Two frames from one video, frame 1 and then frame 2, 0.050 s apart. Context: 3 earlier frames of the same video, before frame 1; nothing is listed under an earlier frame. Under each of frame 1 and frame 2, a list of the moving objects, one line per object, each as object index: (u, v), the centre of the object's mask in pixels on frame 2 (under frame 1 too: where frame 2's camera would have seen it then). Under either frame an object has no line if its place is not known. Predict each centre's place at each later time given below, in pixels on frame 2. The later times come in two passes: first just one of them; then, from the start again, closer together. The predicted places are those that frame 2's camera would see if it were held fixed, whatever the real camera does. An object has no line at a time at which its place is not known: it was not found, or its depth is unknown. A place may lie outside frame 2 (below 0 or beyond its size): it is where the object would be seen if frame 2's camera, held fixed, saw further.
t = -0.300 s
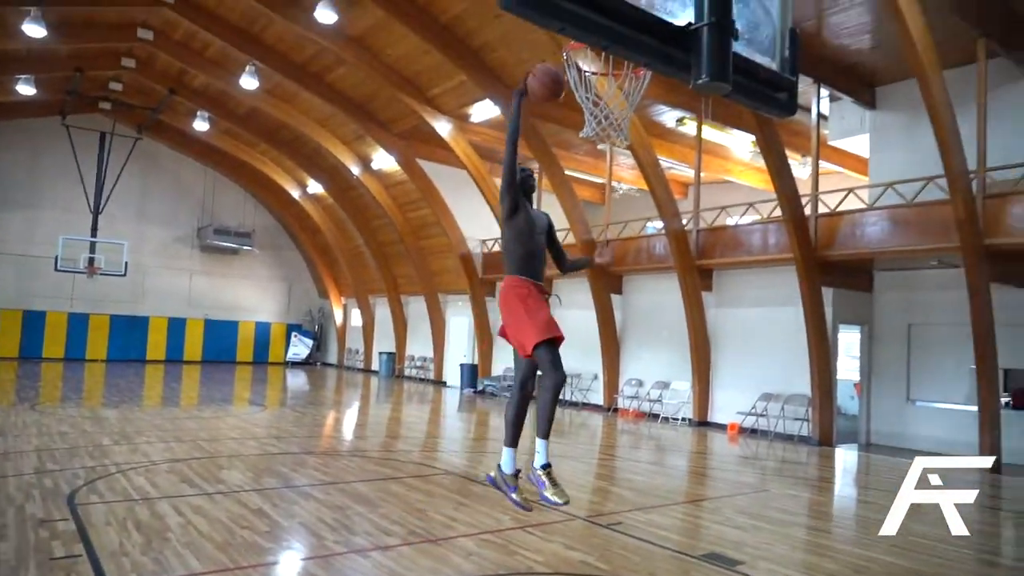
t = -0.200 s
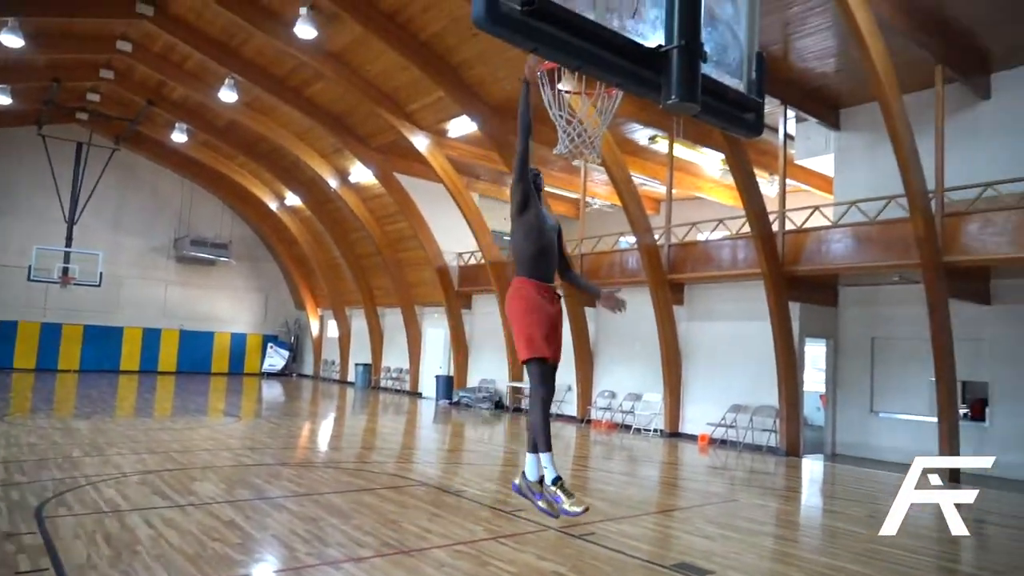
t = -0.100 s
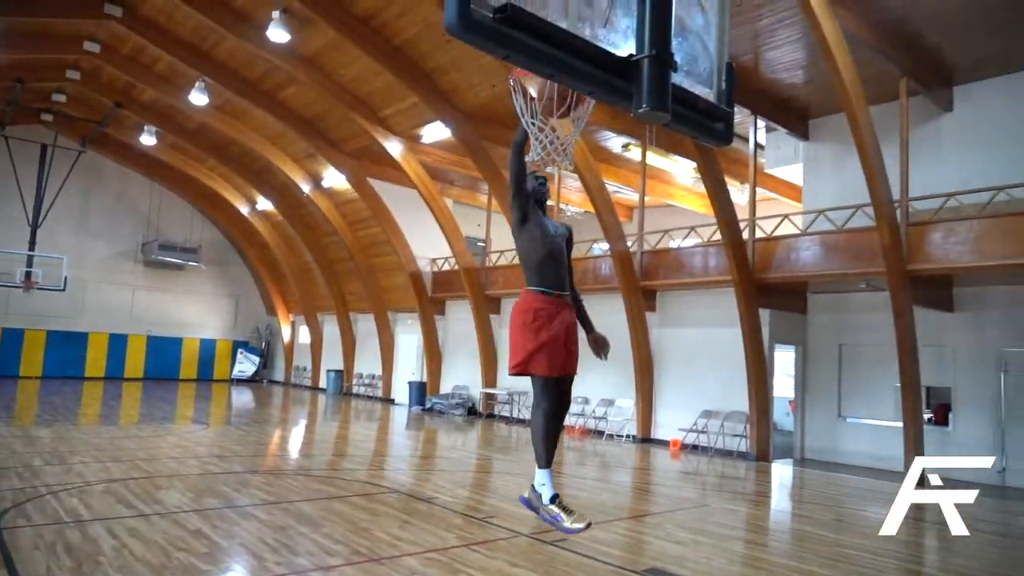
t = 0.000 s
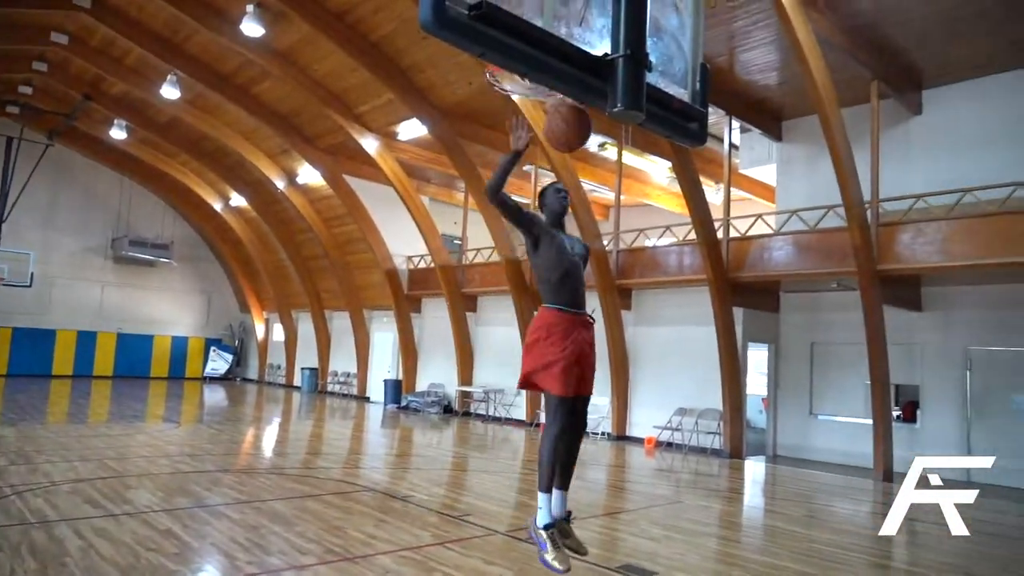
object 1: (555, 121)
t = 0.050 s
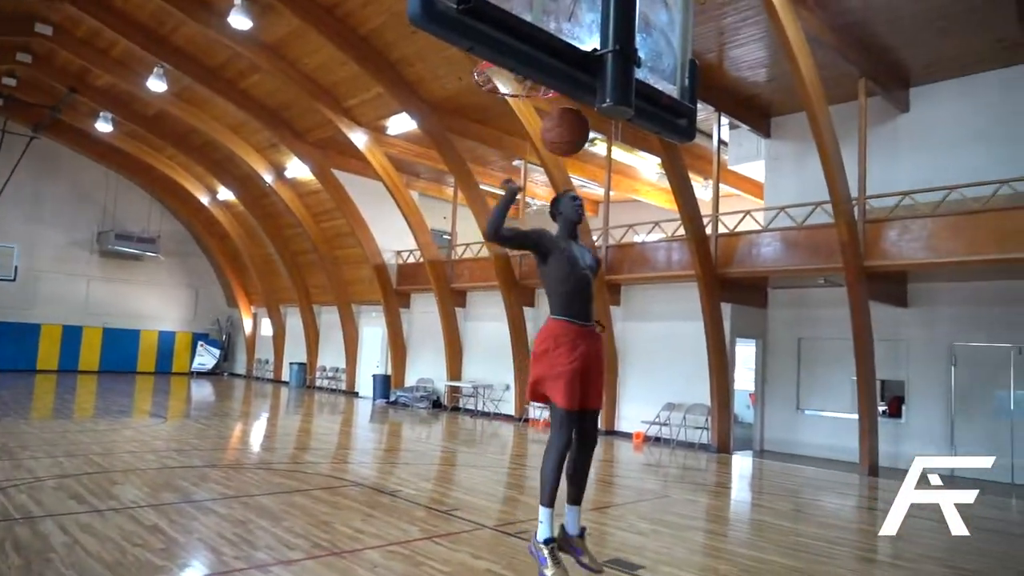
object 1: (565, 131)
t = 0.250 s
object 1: (597, 217)
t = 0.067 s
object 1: (568, 135)
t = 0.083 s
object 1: (570, 140)
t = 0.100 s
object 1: (572, 145)
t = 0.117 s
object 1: (576, 151)
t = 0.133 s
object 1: (579, 157)
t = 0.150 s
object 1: (582, 164)
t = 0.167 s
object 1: (585, 173)
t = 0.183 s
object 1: (588, 181)
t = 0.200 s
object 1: (591, 188)
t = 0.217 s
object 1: (592, 198)
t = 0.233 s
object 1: (595, 207)
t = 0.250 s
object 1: (597, 217)
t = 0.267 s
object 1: (600, 229)
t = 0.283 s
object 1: (604, 242)
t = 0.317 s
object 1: (609, 267)
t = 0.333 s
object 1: (611, 284)
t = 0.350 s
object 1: (614, 300)
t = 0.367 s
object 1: (617, 317)
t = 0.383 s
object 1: (619, 333)
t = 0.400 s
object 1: (623, 352)
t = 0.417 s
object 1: (625, 371)
